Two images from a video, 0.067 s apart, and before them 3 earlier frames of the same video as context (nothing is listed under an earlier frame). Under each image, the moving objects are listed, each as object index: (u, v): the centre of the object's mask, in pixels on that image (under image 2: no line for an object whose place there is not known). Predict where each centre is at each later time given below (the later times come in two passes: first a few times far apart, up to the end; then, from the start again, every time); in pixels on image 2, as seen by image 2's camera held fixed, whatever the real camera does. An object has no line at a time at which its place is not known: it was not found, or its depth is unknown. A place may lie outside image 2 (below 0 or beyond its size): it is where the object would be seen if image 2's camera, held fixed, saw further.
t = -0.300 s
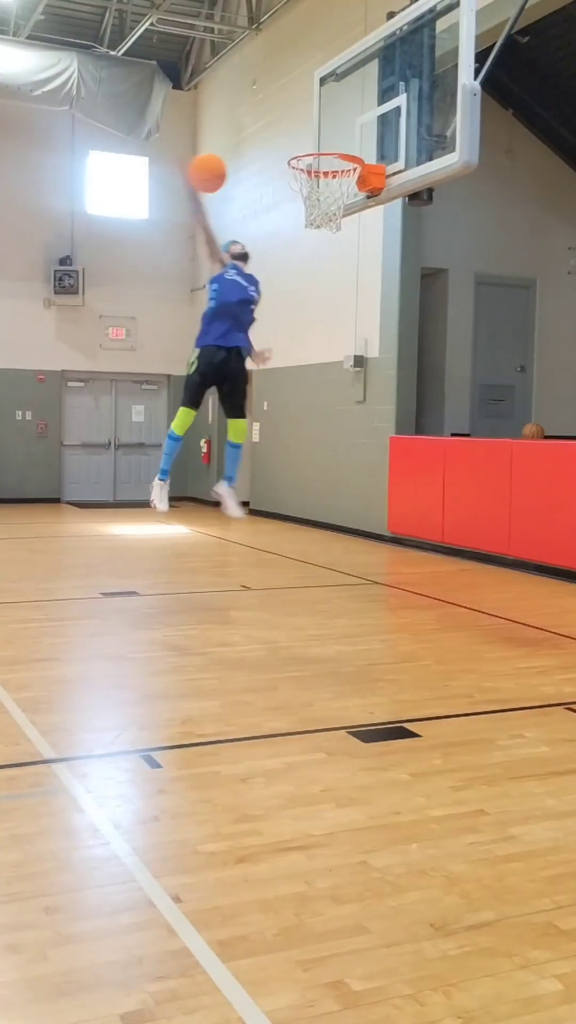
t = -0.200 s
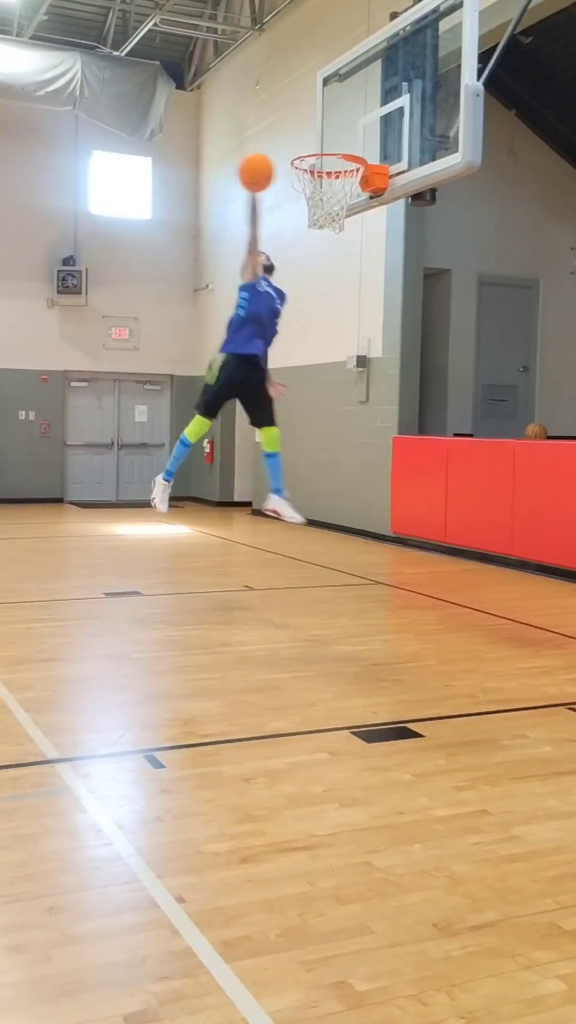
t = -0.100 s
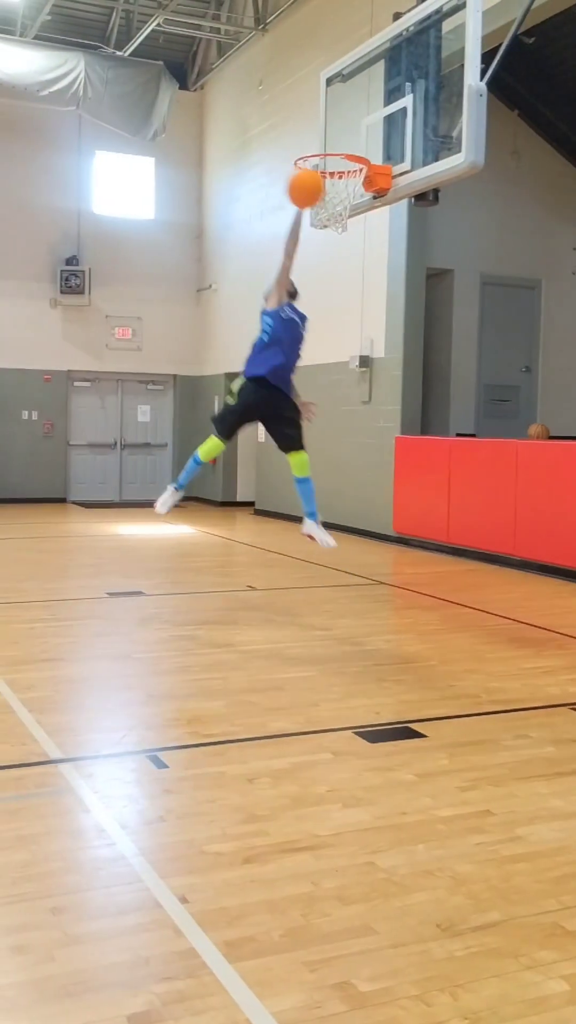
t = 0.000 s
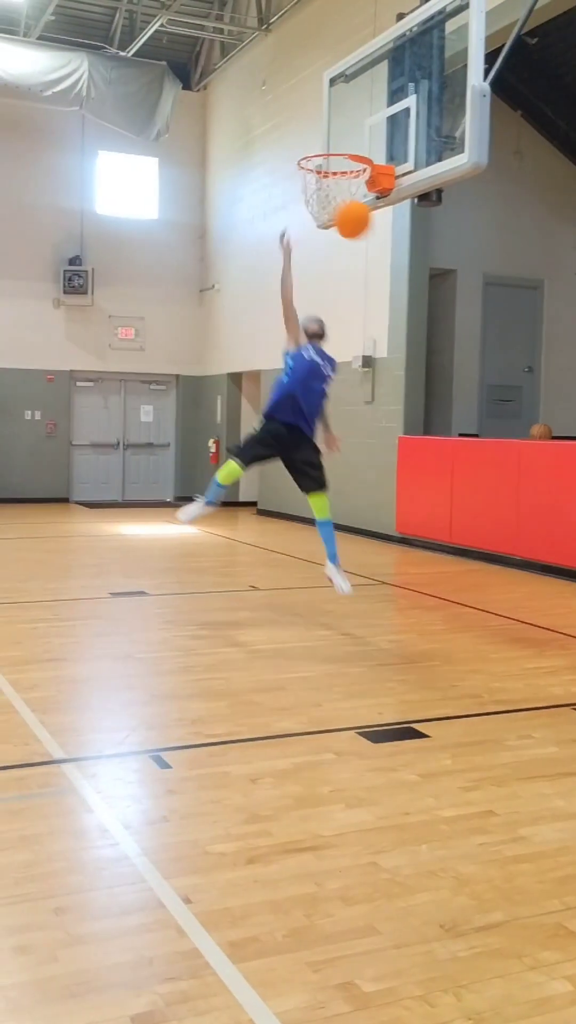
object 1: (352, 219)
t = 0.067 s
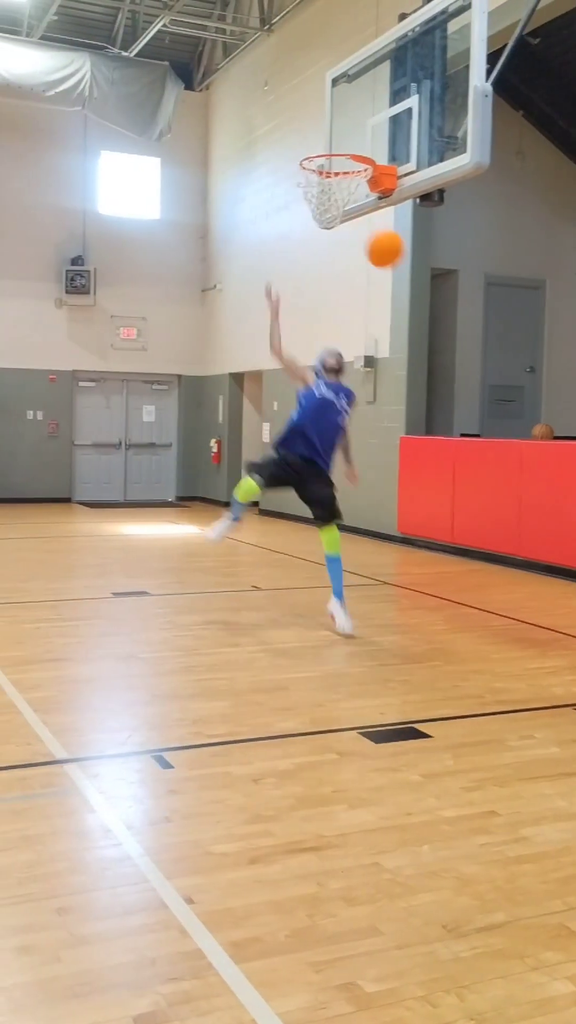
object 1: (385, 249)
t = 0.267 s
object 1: (471, 376)
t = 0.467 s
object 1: (548, 560)
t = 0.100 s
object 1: (401, 267)
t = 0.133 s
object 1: (416, 285)
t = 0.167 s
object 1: (429, 305)
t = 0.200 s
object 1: (442, 327)
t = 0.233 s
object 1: (457, 351)
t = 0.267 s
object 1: (471, 376)
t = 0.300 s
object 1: (485, 404)
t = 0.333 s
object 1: (498, 430)
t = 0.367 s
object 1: (512, 460)
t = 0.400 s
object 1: (526, 494)
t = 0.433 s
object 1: (539, 527)
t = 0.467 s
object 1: (548, 560)
